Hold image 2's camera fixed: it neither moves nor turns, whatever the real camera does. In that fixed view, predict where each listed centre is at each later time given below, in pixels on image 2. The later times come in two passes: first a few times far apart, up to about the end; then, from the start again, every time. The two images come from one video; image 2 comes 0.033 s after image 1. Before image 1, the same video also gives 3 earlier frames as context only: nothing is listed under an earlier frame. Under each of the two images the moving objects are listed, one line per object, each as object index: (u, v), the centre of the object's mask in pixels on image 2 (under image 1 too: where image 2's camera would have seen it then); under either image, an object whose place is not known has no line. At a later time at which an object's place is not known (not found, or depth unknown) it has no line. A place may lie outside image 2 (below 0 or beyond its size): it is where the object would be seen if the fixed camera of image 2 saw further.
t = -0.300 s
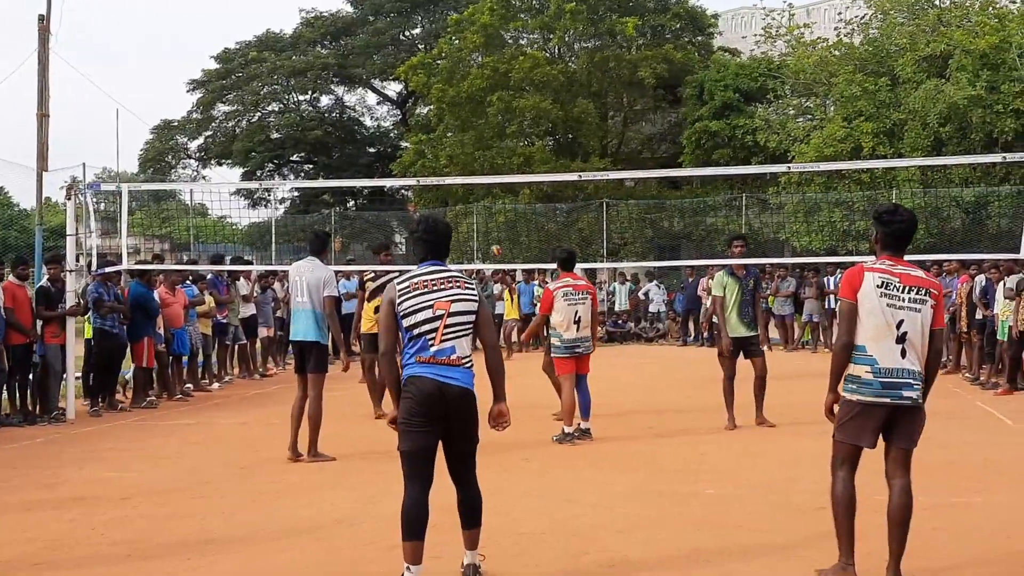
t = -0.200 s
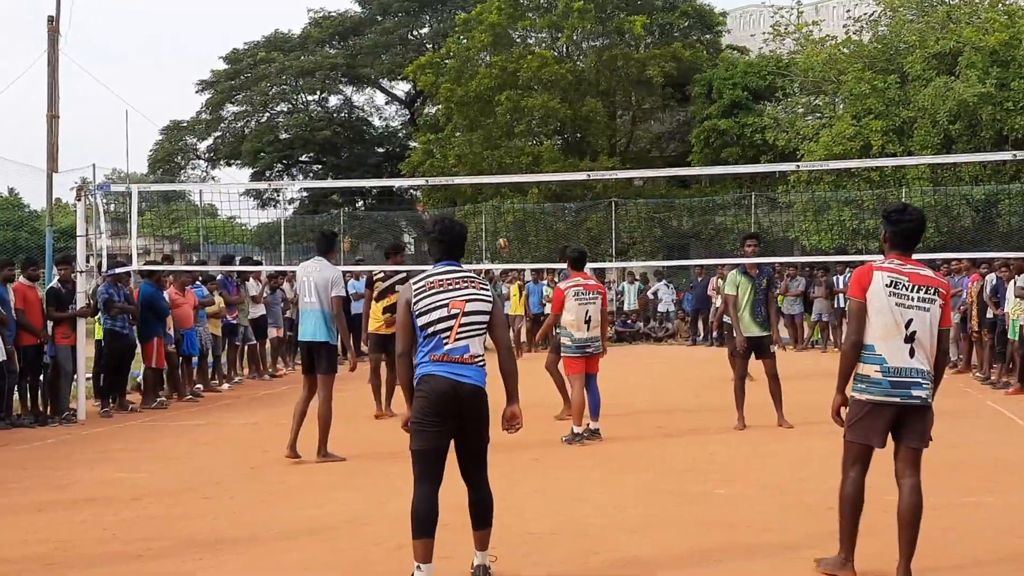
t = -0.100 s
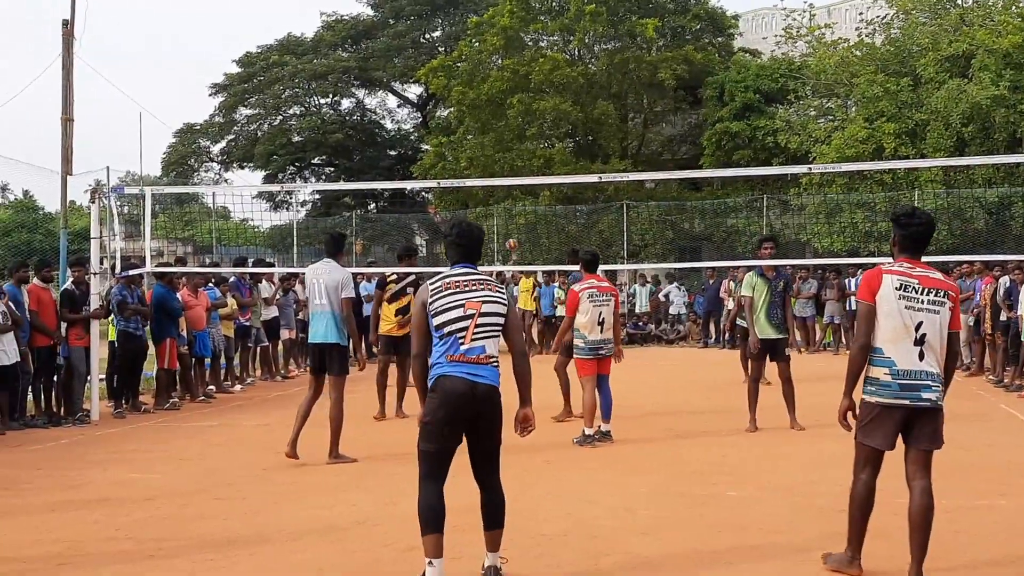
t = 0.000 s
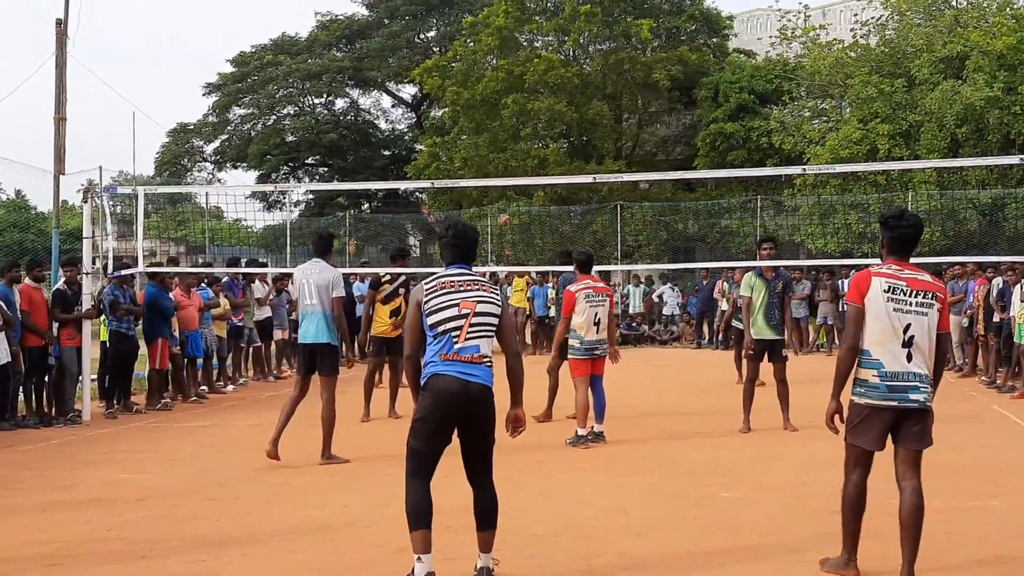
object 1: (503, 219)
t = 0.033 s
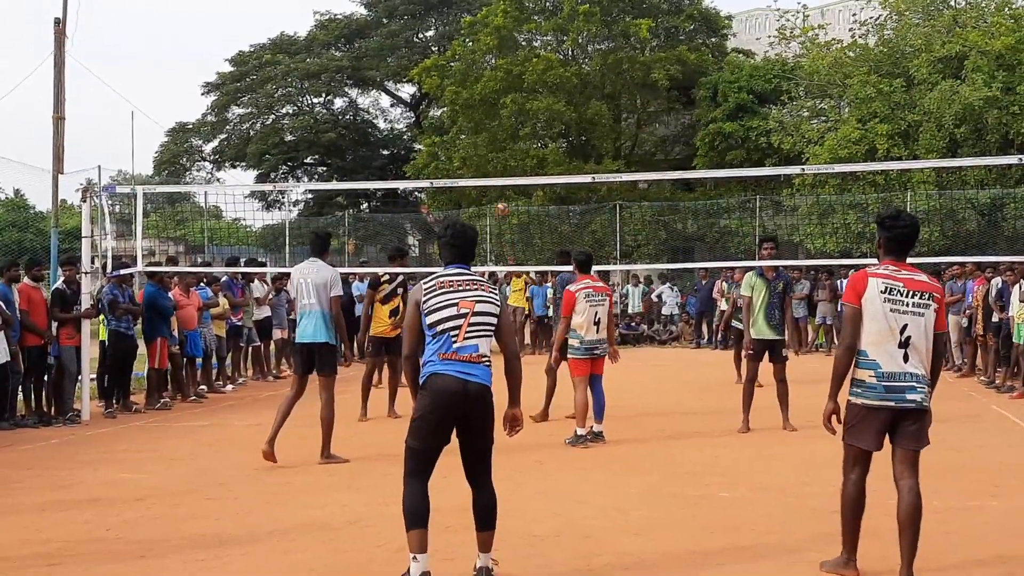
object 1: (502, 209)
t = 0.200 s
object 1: (502, 162)
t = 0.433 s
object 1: (506, 119)
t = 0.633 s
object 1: (515, 116)
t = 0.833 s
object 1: (531, 169)
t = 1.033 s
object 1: (563, 328)
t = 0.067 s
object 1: (502, 199)
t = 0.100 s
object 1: (502, 190)
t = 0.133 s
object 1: (501, 175)
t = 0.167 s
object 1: (502, 170)
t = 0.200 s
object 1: (502, 162)
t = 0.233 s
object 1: (502, 154)
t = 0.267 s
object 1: (503, 147)
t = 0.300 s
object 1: (504, 140)
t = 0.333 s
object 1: (504, 133)
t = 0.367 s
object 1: (505, 128)
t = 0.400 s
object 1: (506, 123)
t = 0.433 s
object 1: (506, 119)
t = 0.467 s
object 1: (508, 116)
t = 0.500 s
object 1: (509, 113)
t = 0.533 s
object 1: (510, 113)
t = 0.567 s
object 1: (511, 113)
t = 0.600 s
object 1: (513, 114)
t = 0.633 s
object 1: (515, 116)
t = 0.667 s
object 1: (517, 120)
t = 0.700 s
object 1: (520, 126)
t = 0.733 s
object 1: (522, 133)
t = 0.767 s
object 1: (526, 143)
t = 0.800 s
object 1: (528, 155)
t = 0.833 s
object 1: (531, 169)
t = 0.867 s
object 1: (536, 187)
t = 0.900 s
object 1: (540, 207)
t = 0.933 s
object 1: (545, 230)
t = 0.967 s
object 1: (549, 258)
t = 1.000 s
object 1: (556, 290)
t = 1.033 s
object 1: (563, 328)
